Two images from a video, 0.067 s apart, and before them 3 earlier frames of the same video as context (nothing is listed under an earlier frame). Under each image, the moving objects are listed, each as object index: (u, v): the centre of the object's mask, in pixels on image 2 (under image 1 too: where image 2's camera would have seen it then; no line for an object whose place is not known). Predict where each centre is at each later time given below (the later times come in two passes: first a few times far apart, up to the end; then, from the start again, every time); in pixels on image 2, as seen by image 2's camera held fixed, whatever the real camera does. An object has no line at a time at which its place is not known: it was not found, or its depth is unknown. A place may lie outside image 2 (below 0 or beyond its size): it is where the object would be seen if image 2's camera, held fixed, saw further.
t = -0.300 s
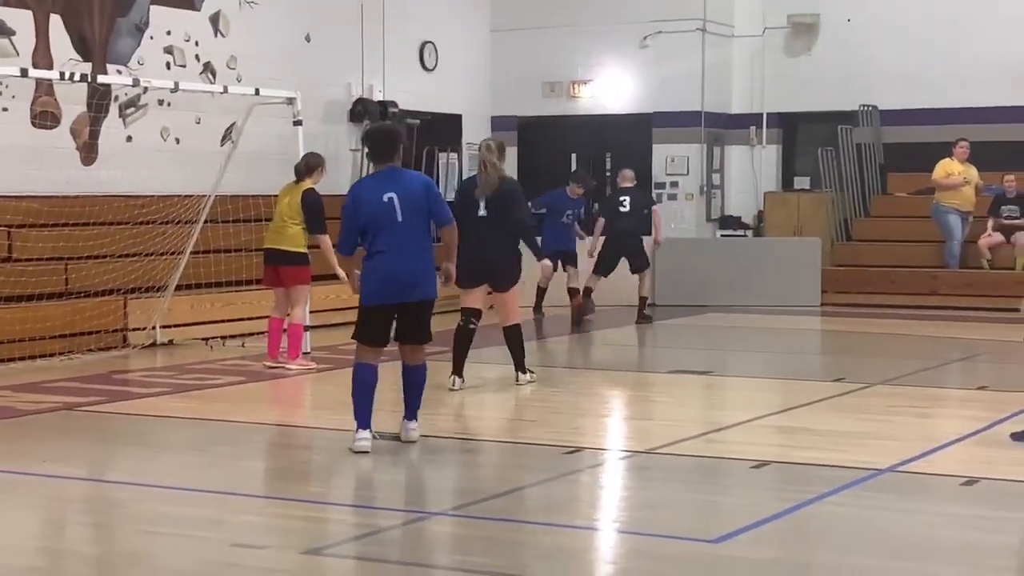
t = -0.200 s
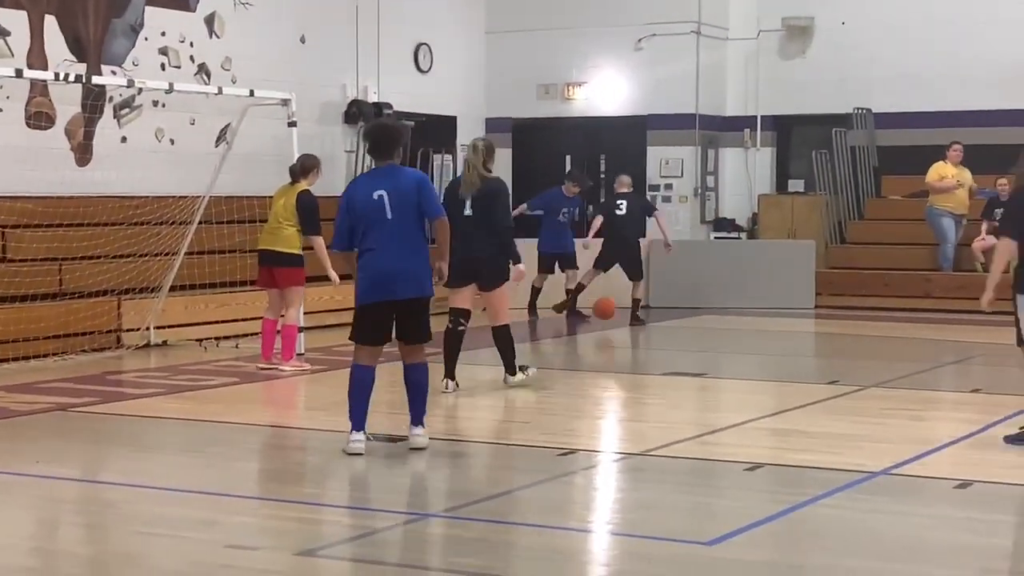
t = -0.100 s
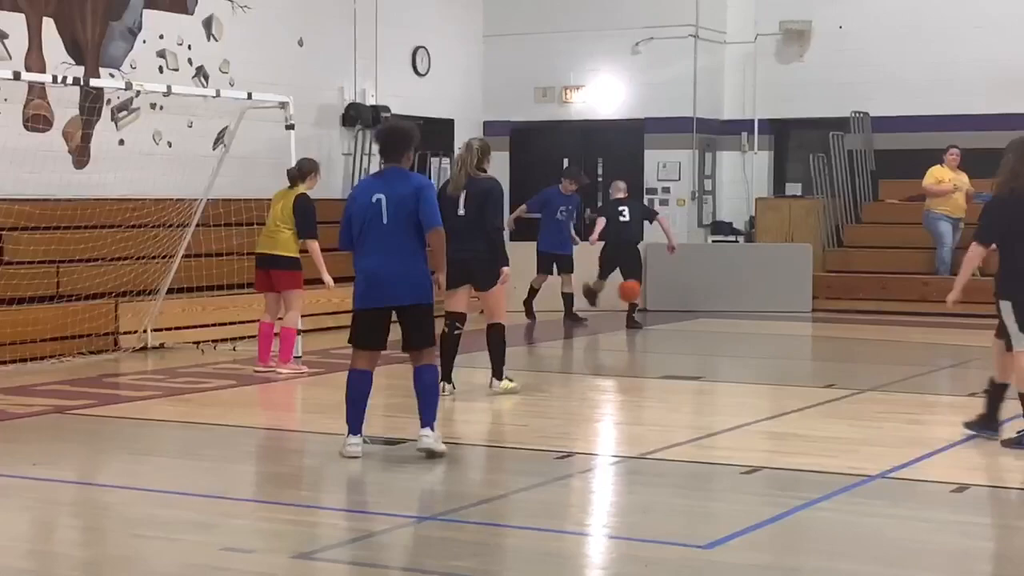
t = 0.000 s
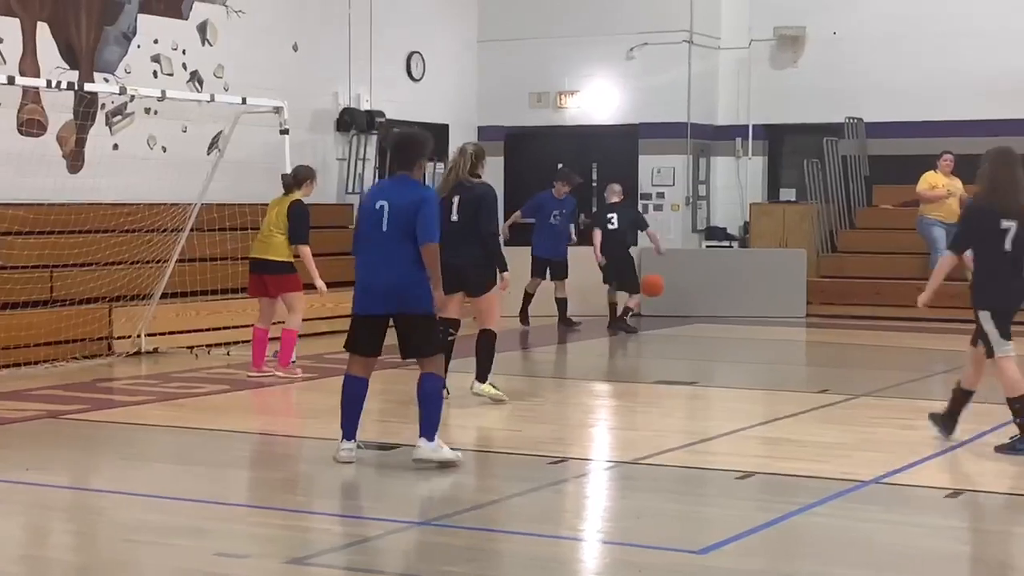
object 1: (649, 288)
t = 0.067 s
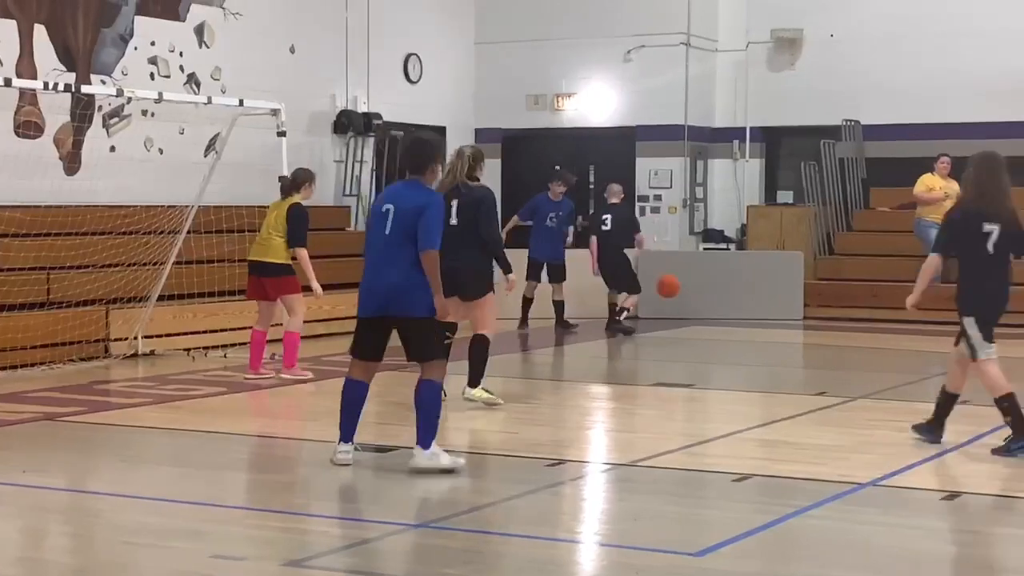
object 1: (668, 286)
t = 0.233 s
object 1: (715, 303)
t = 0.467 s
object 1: (775, 321)
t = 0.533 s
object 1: (787, 313)
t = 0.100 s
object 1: (677, 287)
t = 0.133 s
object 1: (687, 290)
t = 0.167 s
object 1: (696, 293)
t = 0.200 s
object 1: (705, 298)
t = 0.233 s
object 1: (715, 303)
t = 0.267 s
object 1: (725, 310)
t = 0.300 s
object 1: (734, 319)
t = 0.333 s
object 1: (743, 329)
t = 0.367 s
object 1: (753, 340)
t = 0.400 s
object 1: (760, 335)
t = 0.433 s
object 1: (767, 328)
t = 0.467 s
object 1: (775, 321)
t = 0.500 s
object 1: (781, 317)
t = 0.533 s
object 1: (787, 313)
